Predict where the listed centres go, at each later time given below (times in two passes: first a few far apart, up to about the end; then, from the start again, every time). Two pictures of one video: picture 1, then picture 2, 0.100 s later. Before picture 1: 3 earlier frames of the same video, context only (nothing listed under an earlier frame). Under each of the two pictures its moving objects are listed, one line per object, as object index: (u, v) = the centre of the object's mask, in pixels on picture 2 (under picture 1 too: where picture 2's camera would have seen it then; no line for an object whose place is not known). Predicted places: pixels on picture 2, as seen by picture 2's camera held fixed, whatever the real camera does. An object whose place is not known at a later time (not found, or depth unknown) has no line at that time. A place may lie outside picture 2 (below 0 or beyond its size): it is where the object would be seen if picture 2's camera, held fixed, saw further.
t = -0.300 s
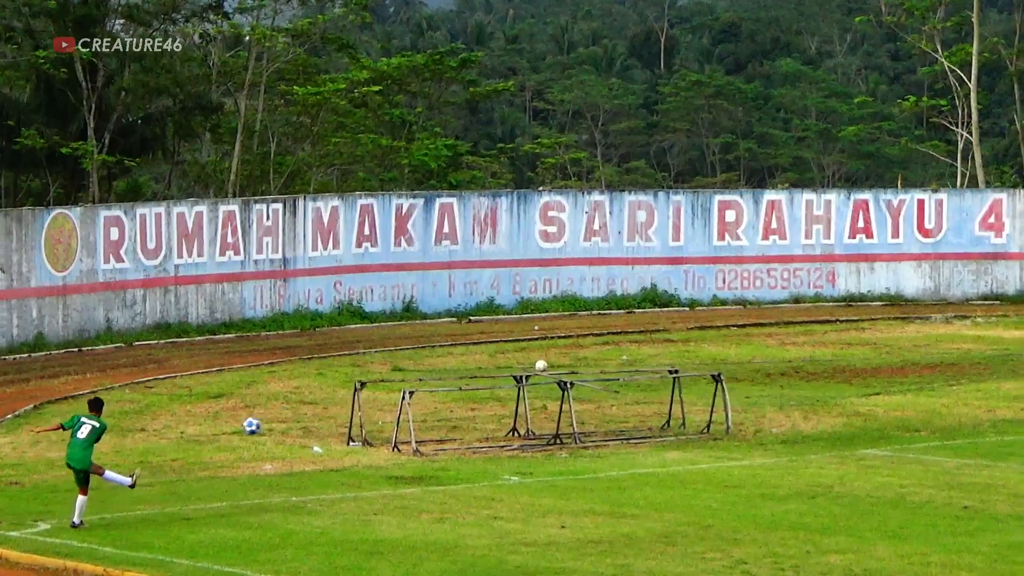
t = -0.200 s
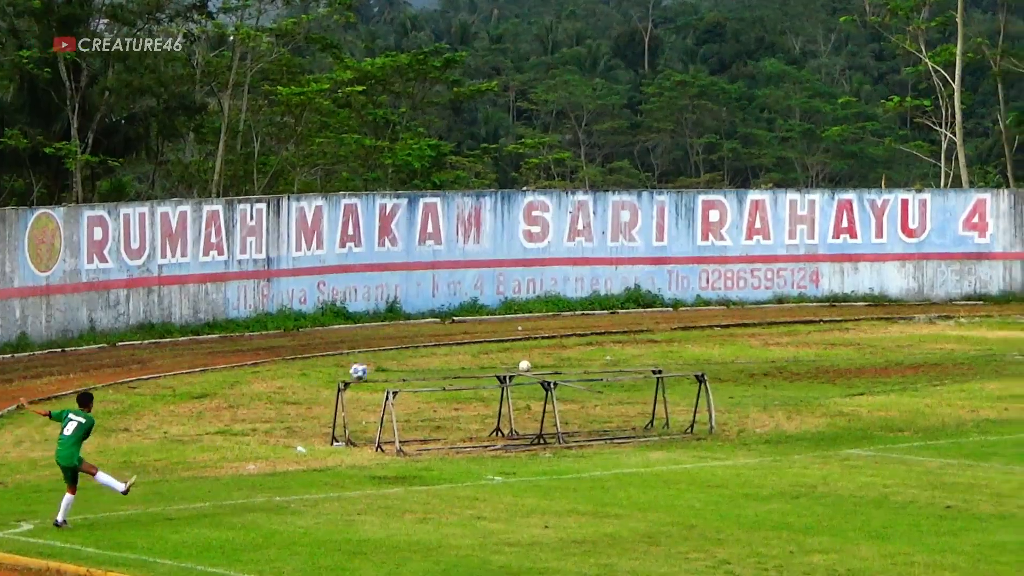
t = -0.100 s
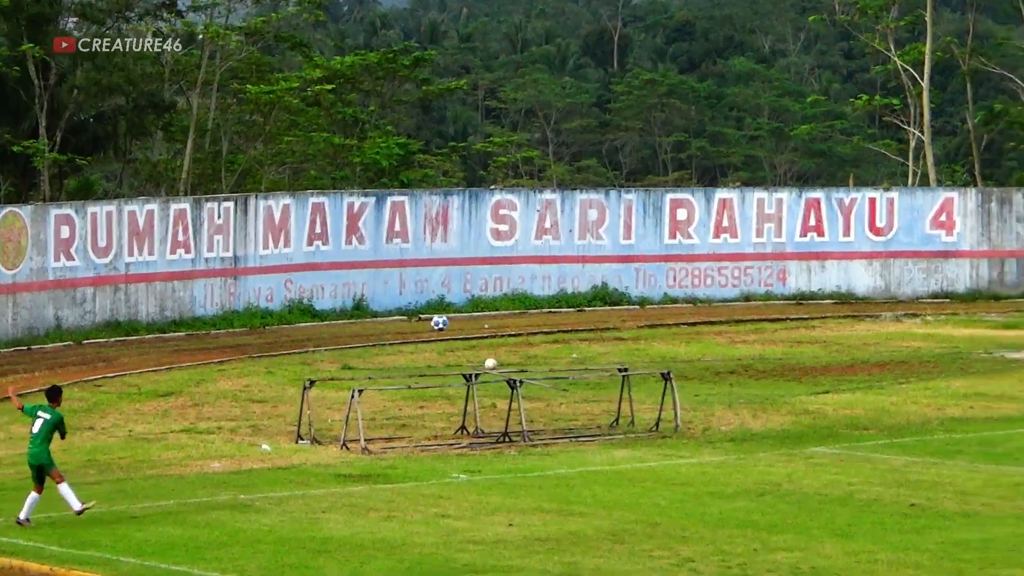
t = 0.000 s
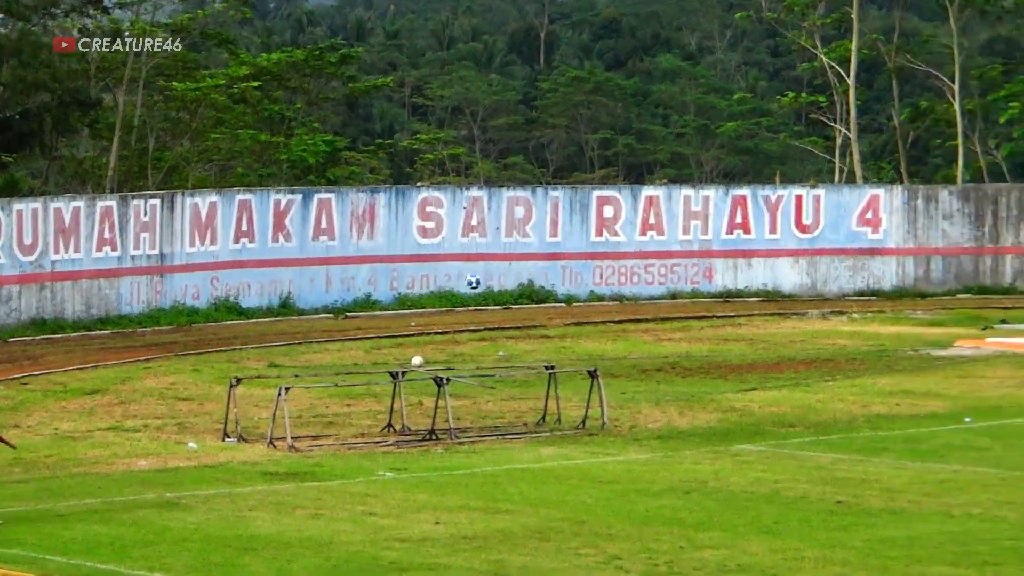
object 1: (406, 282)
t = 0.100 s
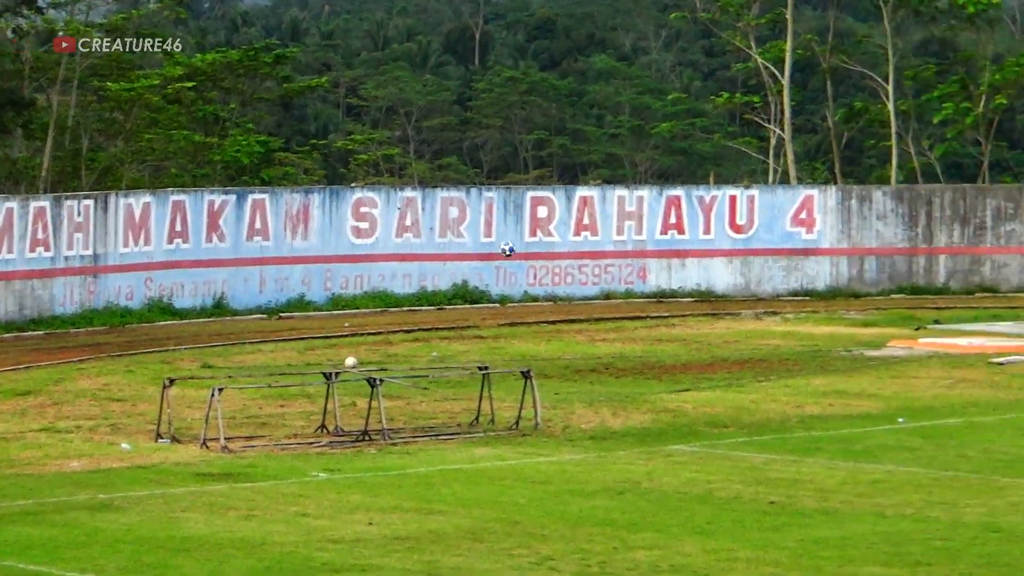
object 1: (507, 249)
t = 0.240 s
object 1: (638, 215)
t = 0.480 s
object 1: (842, 180)
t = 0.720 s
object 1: (1026, 171)
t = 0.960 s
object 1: (1200, 190)
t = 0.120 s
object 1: (526, 244)
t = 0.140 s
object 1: (546, 238)
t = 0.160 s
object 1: (564, 233)
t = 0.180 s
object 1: (583, 228)
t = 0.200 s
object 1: (602, 223)
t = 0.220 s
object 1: (620, 219)
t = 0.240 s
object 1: (638, 215)
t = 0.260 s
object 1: (655, 211)
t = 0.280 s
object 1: (673, 207)
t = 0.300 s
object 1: (690, 203)
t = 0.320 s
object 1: (707, 200)
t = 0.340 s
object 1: (725, 197)
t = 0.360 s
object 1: (743, 193)
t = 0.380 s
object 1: (759, 191)
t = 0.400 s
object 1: (776, 188)
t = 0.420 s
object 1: (793, 185)
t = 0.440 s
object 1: (810, 183)
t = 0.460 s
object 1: (826, 182)
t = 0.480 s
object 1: (842, 180)
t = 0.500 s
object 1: (858, 178)
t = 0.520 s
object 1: (875, 177)
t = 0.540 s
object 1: (890, 176)
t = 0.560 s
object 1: (907, 175)
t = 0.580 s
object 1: (923, 174)
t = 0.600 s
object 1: (938, 173)
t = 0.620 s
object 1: (954, 173)
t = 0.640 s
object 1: (968, 172)
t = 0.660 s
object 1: (983, 171)
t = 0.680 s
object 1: (997, 171)
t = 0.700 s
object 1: (1011, 171)
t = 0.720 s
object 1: (1026, 171)
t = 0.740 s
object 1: (1040, 172)
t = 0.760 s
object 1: (1054, 172)
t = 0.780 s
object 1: (1068, 173)
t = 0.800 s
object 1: (1083, 173)
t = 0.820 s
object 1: (1097, 176)
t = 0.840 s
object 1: (1111, 177)
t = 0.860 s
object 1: (1126, 179)
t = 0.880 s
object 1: (1141, 180)
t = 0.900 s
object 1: (1155, 183)
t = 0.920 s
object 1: (1170, 184)
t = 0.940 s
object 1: (1185, 187)
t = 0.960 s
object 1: (1200, 190)
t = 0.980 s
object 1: (1215, 193)
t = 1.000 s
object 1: (1230, 196)
